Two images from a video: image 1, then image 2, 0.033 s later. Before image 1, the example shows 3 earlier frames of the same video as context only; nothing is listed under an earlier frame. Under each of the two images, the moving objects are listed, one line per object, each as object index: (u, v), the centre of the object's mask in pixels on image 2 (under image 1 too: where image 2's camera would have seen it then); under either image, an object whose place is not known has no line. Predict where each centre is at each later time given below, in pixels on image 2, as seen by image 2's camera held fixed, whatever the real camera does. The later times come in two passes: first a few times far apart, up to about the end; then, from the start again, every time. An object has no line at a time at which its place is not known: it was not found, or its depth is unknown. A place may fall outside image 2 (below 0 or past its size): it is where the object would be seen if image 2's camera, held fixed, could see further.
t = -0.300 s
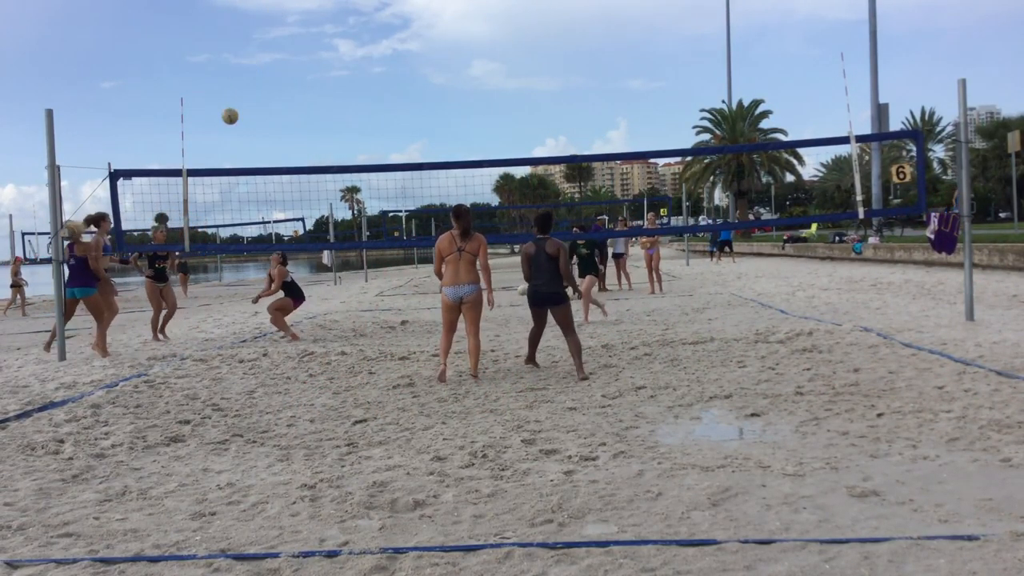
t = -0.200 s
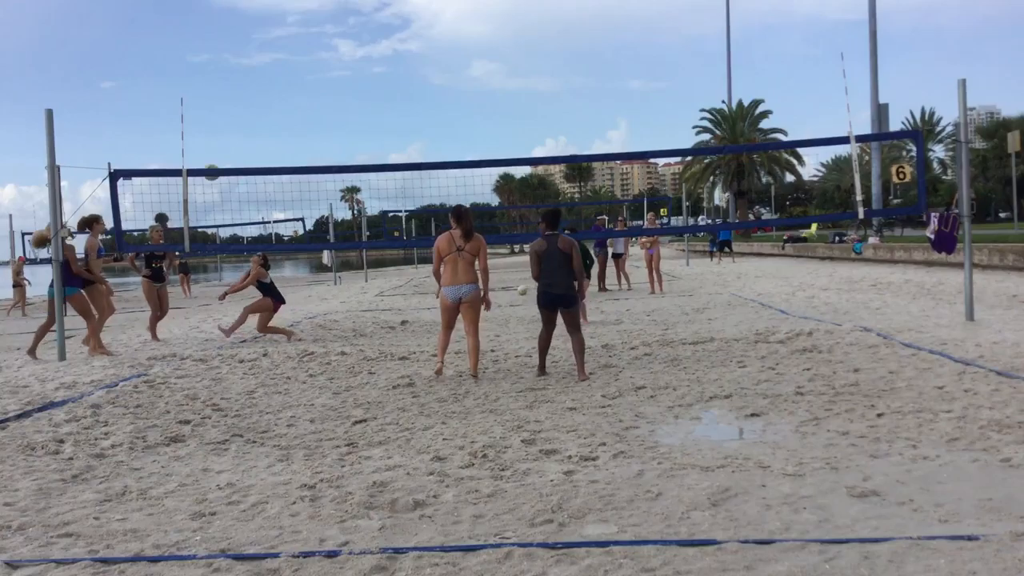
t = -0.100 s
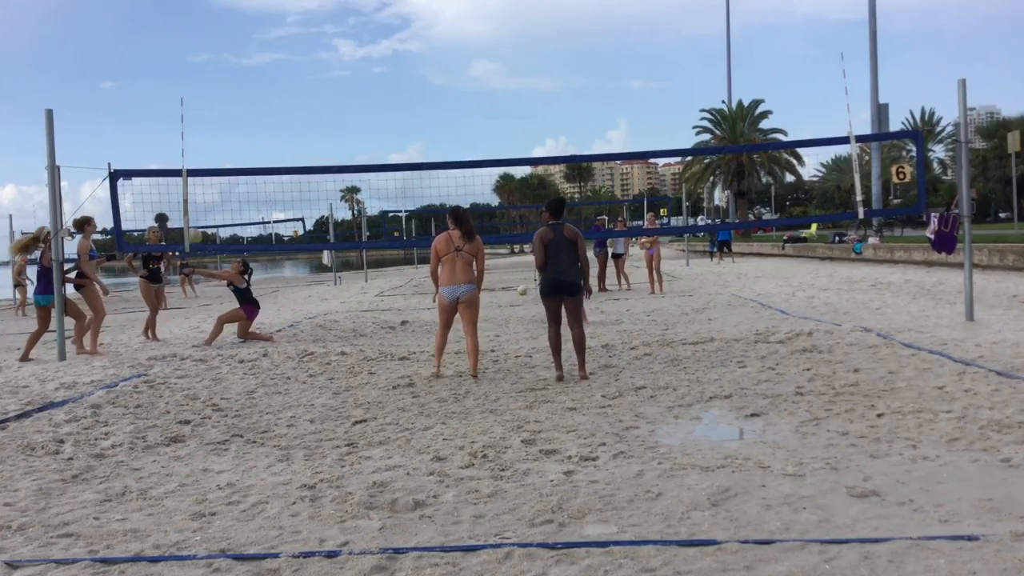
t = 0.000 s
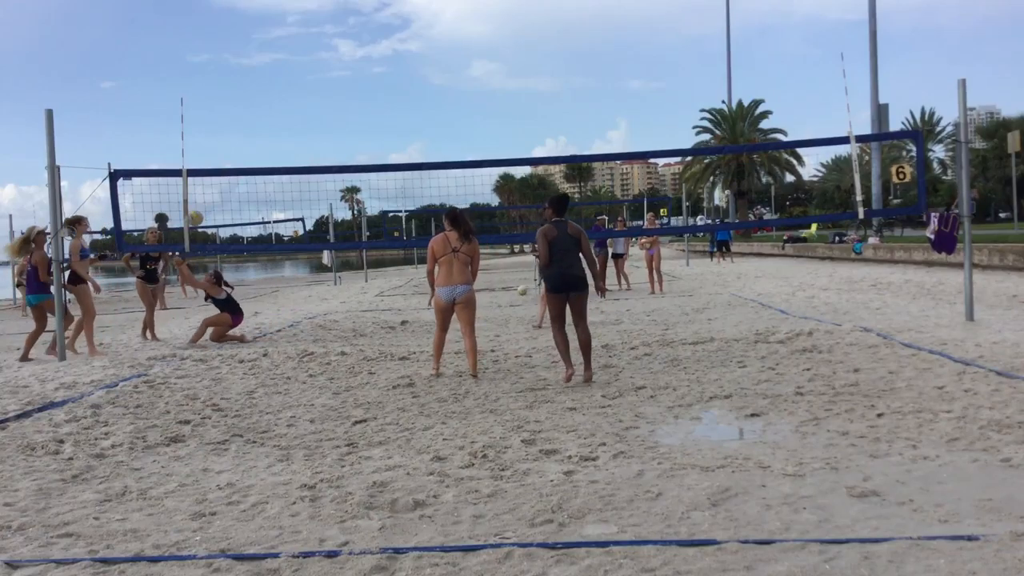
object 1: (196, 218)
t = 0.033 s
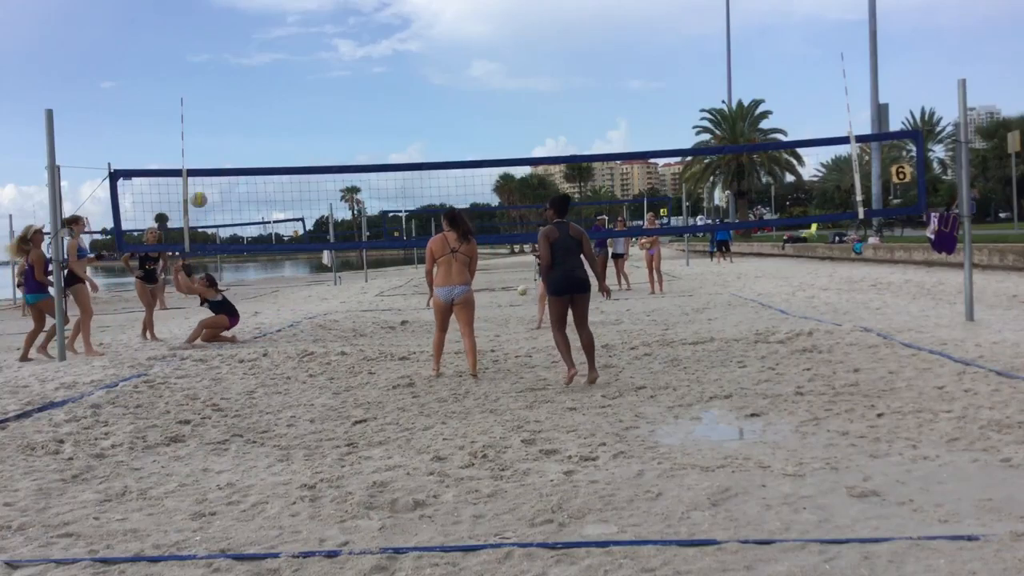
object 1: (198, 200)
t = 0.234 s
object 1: (223, 106)
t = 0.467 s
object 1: (255, 37)
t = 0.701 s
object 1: (288, 10)
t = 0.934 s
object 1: (323, 28)
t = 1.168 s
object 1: (358, 88)
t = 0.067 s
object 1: (202, 183)
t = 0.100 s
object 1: (206, 163)
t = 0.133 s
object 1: (211, 149)
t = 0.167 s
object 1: (215, 134)
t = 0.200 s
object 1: (219, 120)
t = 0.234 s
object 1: (223, 106)
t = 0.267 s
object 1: (227, 94)
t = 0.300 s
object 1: (232, 82)
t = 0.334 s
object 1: (236, 71)
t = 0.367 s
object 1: (241, 61)
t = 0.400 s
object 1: (246, 52)
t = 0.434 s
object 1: (250, 44)
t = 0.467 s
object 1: (255, 37)
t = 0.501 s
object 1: (259, 31)
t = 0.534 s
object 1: (264, 25)
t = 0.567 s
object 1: (269, 20)
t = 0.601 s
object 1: (274, 17)
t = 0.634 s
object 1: (279, 14)
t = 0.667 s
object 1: (283, 12)
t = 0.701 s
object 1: (288, 10)
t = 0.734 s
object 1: (293, 10)
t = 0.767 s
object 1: (298, 11)
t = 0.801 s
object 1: (303, 13)
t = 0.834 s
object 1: (308, 15)
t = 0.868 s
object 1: (313, 18)
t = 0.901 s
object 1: (318, 23)
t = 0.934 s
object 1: (323, 28)
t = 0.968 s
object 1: (328, 34)
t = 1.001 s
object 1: (333, 41)
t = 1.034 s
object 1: (338, 48)
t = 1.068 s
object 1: (343, 57)
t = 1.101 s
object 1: (348, 67)
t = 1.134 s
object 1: (353, 77)
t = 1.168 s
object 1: (358, 88)
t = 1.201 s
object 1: (363, 100)
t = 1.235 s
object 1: (368, 113)
